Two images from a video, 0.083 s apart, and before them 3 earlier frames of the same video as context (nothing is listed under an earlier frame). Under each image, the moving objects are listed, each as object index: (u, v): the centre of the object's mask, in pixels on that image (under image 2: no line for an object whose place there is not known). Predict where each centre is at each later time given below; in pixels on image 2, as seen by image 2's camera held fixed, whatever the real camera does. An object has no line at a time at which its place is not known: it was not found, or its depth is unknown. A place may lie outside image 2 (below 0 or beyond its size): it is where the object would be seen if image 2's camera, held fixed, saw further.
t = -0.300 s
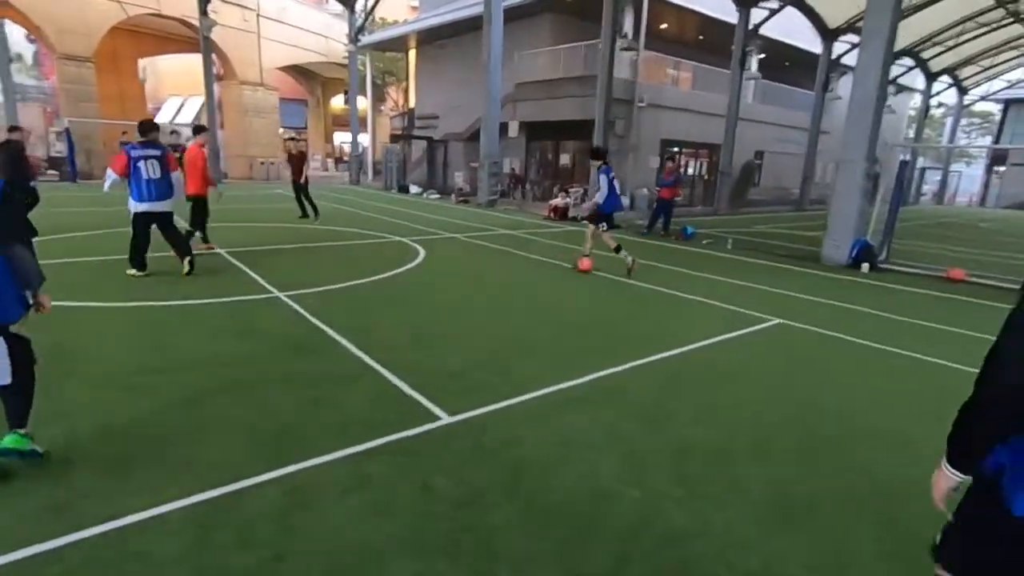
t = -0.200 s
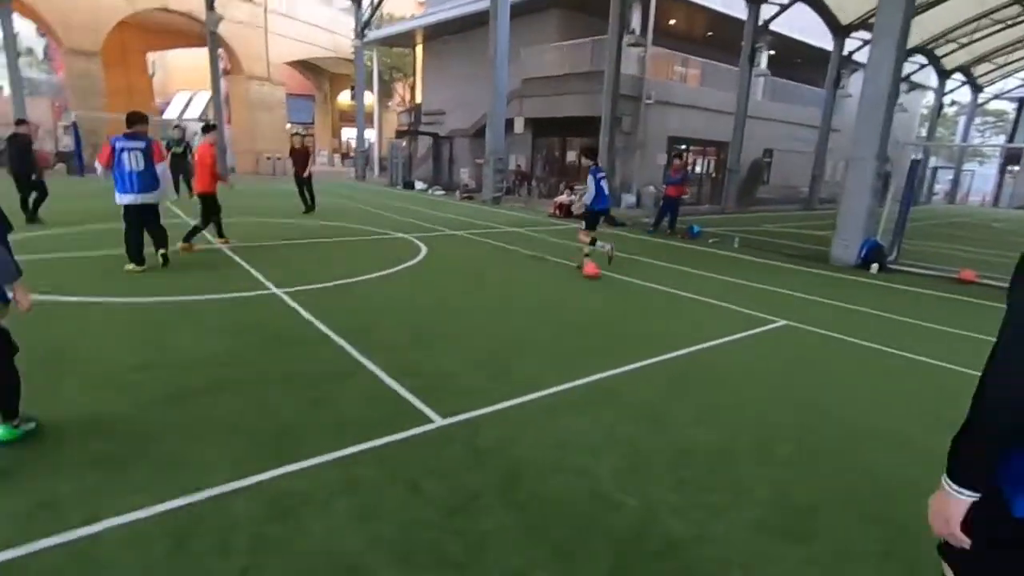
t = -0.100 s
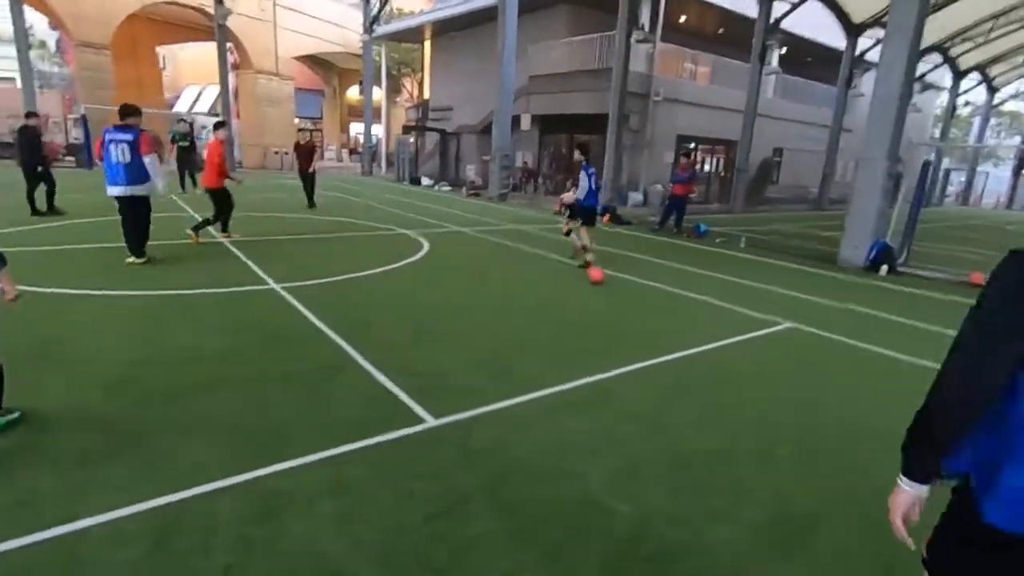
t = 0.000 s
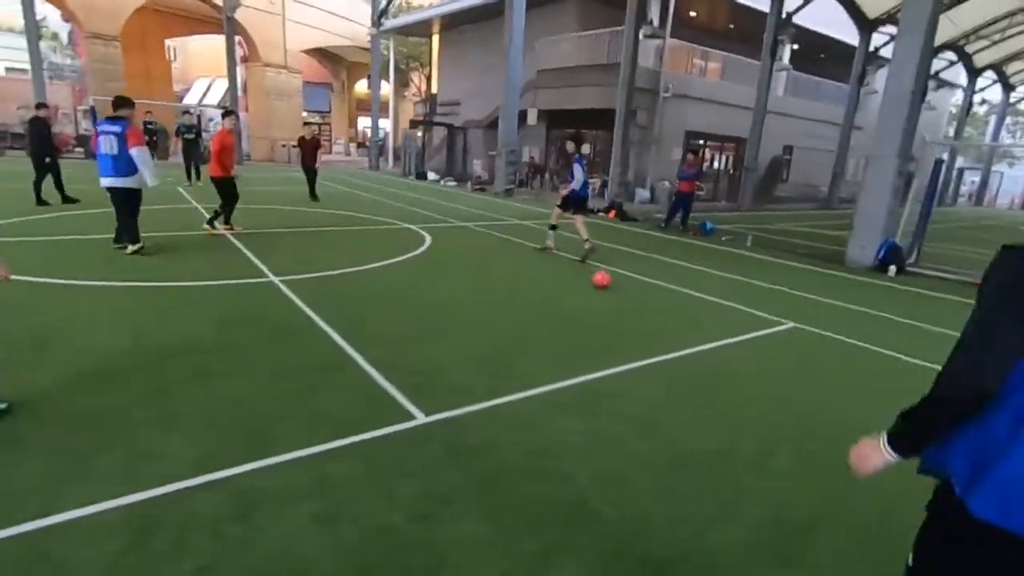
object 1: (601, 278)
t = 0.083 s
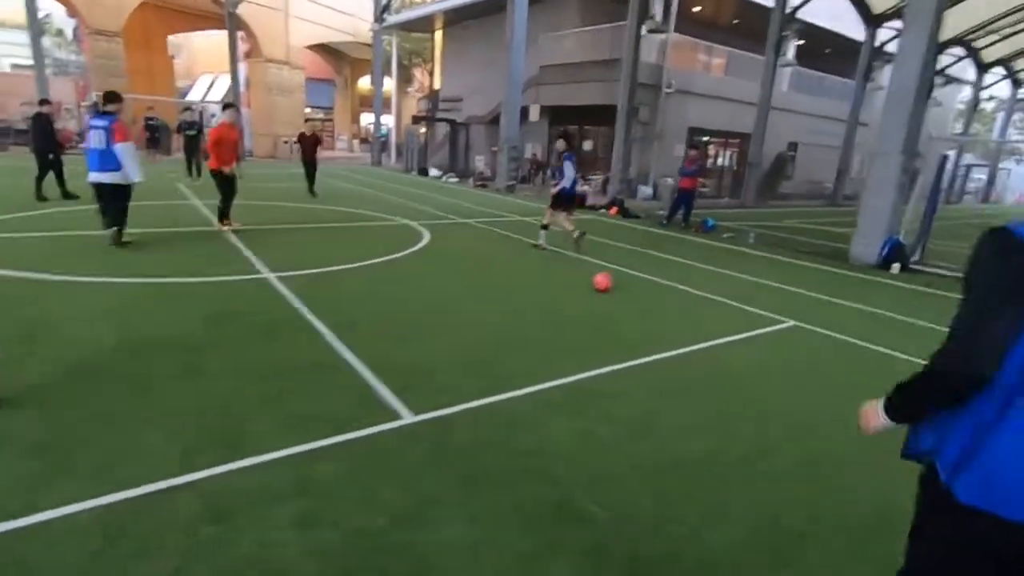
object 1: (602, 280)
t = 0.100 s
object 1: (603, 281)
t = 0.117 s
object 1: (603, 282)
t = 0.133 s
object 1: (604, 284)
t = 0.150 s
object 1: (604, 284)
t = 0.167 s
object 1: (604, 285)
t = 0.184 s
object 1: (605, 286)
